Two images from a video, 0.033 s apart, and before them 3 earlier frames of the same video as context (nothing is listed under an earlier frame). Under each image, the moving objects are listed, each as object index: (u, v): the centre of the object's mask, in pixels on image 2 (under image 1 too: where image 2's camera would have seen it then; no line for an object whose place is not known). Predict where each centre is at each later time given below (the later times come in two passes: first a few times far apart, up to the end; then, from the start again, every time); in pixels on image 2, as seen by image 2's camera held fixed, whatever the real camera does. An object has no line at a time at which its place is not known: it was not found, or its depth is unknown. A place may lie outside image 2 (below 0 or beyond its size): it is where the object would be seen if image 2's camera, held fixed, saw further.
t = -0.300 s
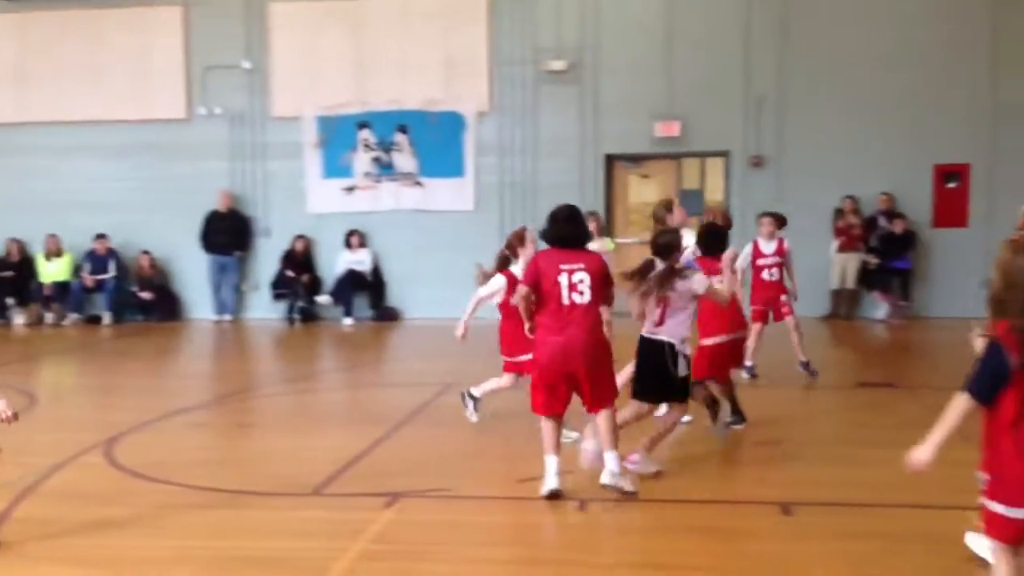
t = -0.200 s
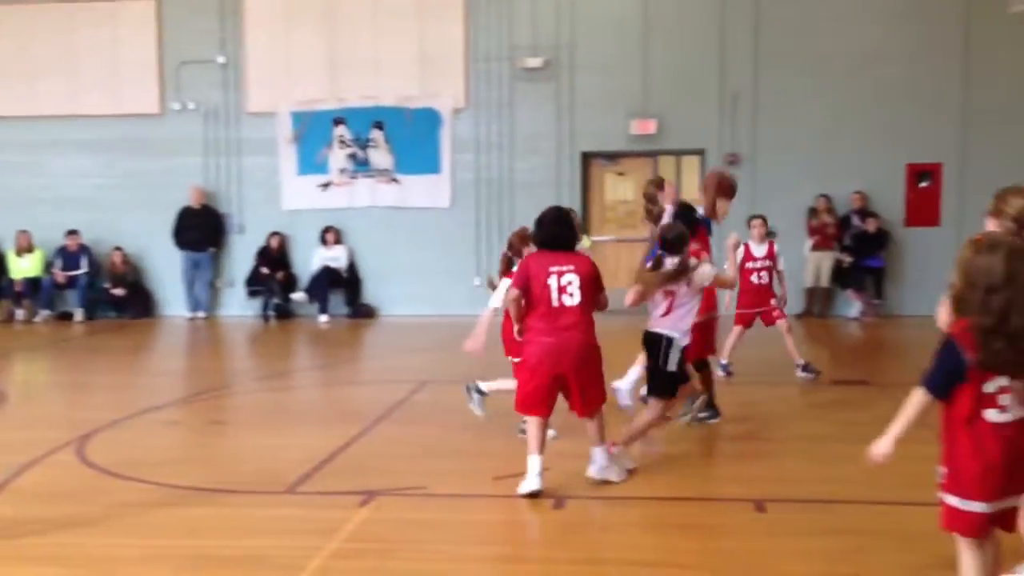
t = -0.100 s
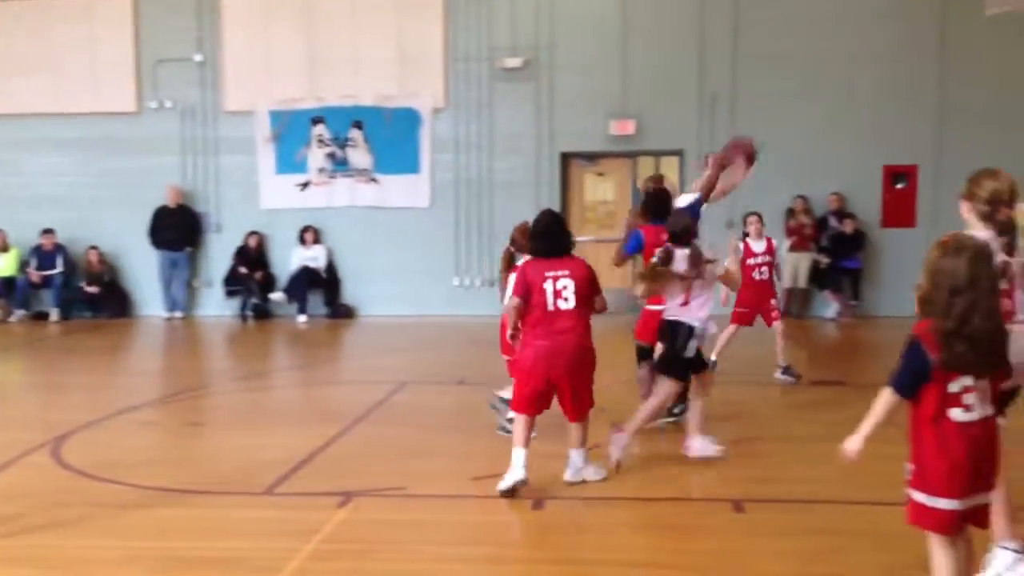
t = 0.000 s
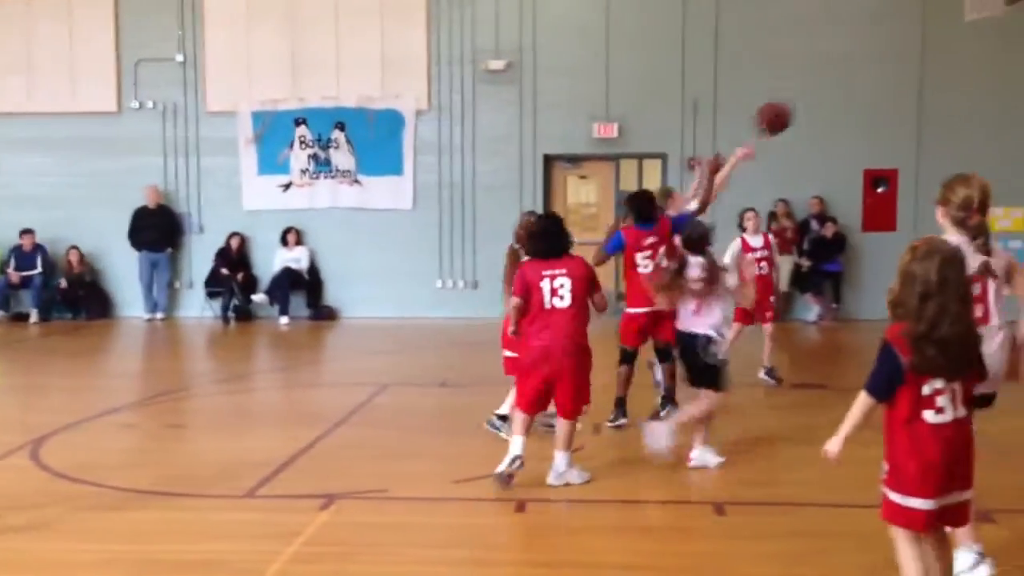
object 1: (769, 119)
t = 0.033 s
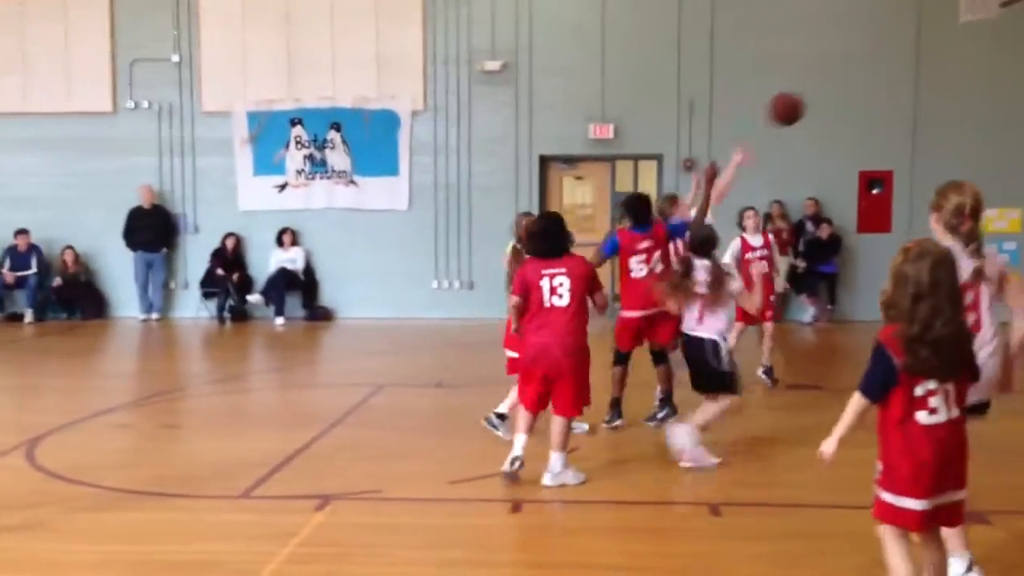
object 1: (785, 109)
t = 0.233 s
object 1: (886, 81)
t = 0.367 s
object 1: (946, 92)
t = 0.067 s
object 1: (803, 100)
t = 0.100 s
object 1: (820, 93)
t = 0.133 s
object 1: (836, 88)
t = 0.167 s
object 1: (853, 84)
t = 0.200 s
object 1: (870, 81)
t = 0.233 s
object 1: (886, 81)
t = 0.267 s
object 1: (901, 81)
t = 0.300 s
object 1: (916, 83)
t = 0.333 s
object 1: (931, 87)
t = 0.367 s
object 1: (946, 92)
